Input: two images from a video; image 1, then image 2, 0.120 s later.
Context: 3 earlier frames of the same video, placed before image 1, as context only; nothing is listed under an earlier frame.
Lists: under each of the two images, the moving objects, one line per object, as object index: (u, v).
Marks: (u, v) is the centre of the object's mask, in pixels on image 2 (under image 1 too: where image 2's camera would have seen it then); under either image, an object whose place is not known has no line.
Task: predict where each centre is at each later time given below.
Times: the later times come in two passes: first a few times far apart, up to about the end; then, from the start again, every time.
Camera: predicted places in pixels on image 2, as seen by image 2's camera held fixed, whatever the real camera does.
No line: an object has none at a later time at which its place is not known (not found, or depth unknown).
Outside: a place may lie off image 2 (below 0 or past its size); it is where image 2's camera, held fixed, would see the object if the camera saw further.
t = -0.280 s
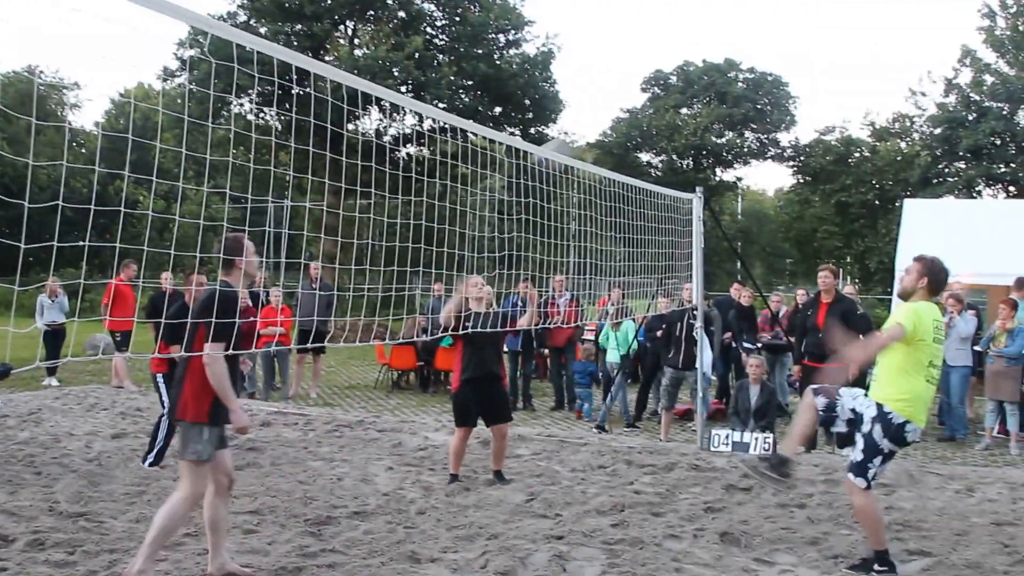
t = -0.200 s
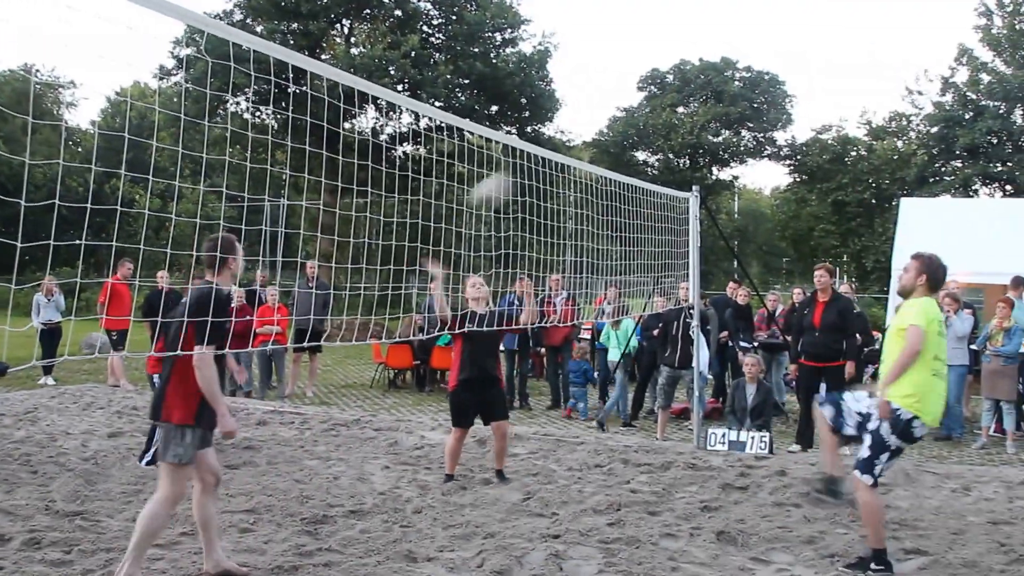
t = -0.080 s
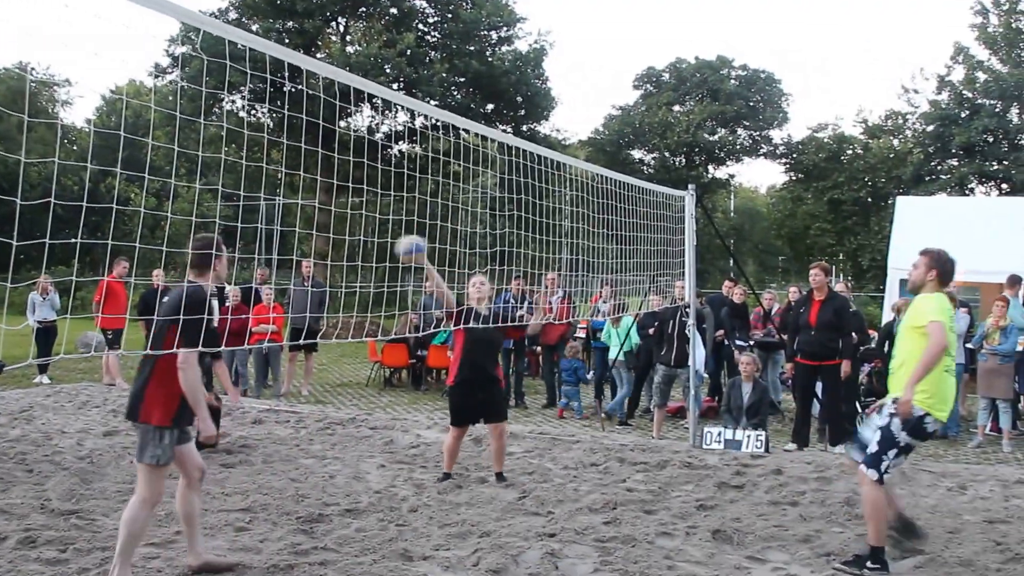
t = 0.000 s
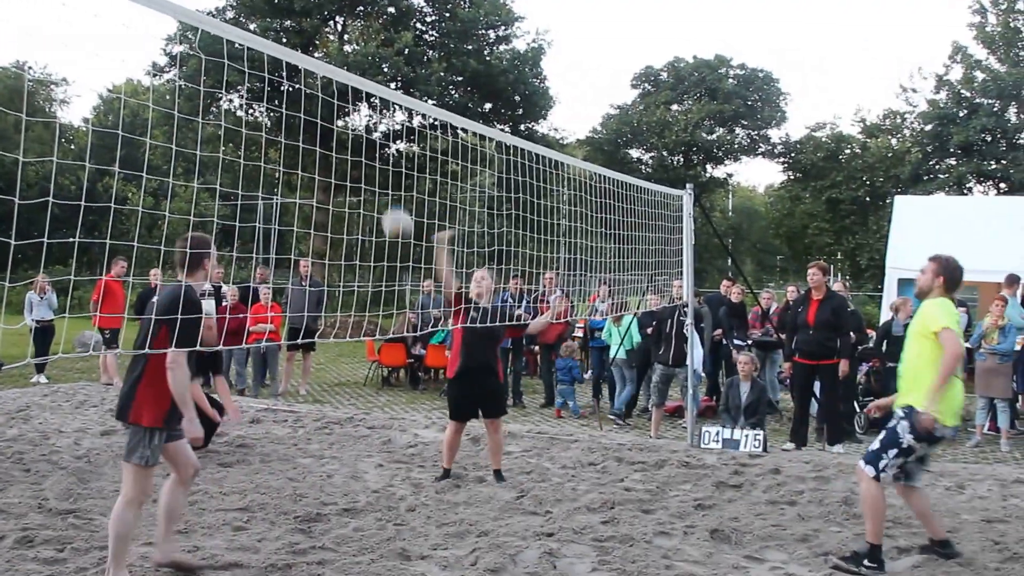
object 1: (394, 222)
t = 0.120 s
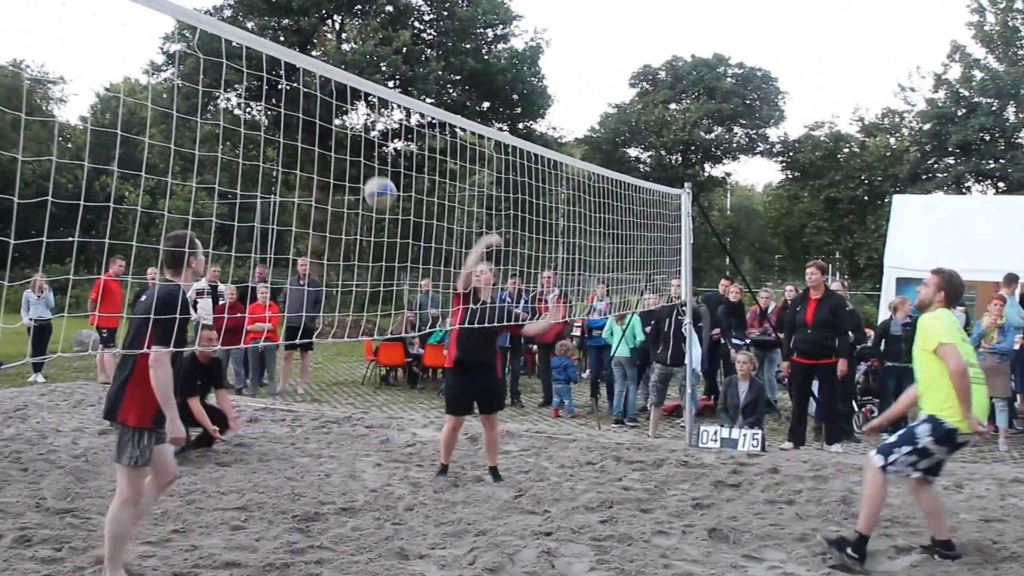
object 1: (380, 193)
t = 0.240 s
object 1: (363, 181)
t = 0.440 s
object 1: (332, 214)
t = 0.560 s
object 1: (312, 262)
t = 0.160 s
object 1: (374, 186)
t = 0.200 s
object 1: (369, 182)
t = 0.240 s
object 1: (363, 181)
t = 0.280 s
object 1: (358, 183)
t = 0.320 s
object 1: (352, 187)
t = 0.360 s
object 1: (346, 192)
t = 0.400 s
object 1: (340, 200)
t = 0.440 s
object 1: (332, 214)
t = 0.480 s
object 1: (326, 226)
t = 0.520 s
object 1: (320, 243)
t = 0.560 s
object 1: (312, 262)
